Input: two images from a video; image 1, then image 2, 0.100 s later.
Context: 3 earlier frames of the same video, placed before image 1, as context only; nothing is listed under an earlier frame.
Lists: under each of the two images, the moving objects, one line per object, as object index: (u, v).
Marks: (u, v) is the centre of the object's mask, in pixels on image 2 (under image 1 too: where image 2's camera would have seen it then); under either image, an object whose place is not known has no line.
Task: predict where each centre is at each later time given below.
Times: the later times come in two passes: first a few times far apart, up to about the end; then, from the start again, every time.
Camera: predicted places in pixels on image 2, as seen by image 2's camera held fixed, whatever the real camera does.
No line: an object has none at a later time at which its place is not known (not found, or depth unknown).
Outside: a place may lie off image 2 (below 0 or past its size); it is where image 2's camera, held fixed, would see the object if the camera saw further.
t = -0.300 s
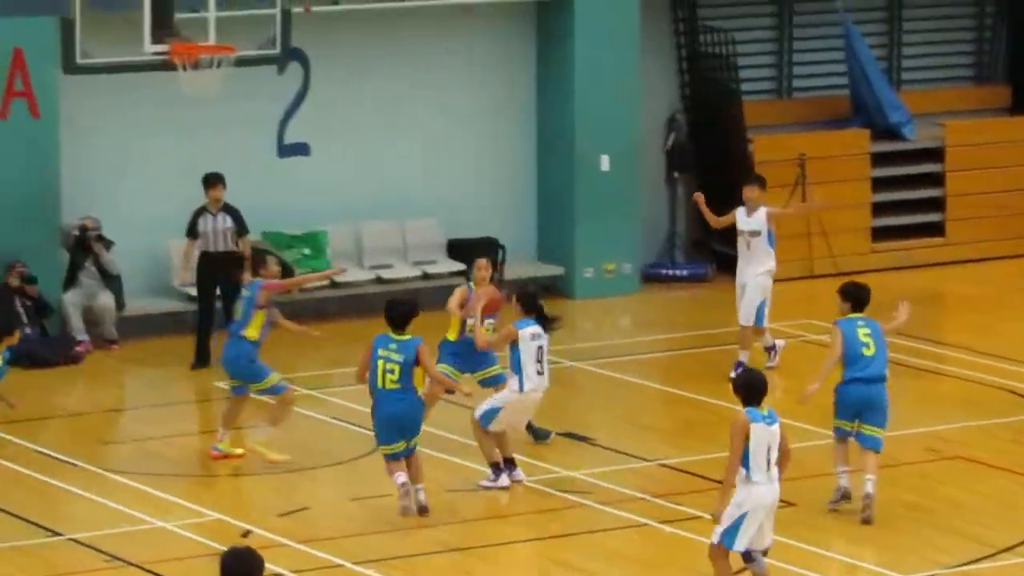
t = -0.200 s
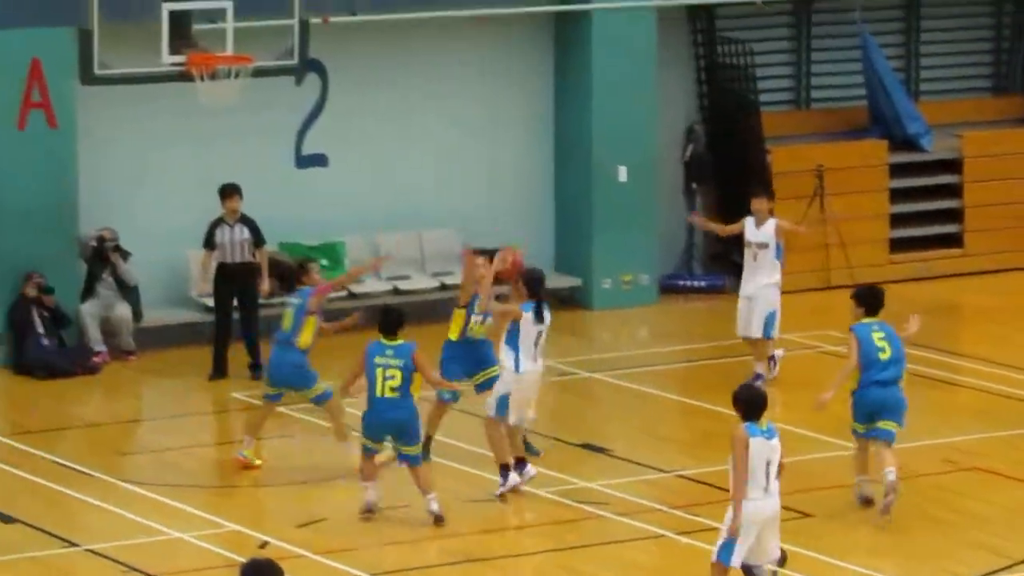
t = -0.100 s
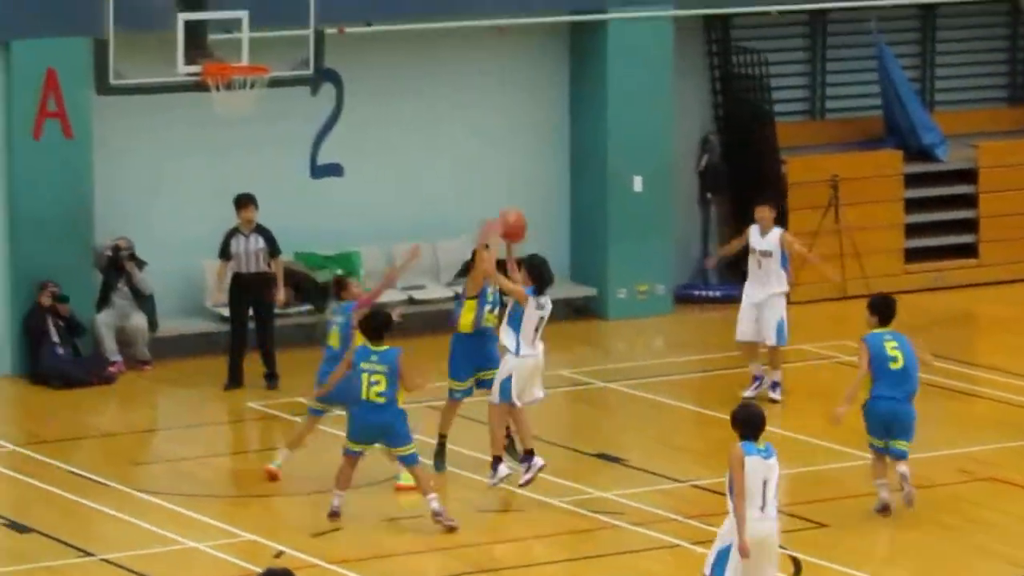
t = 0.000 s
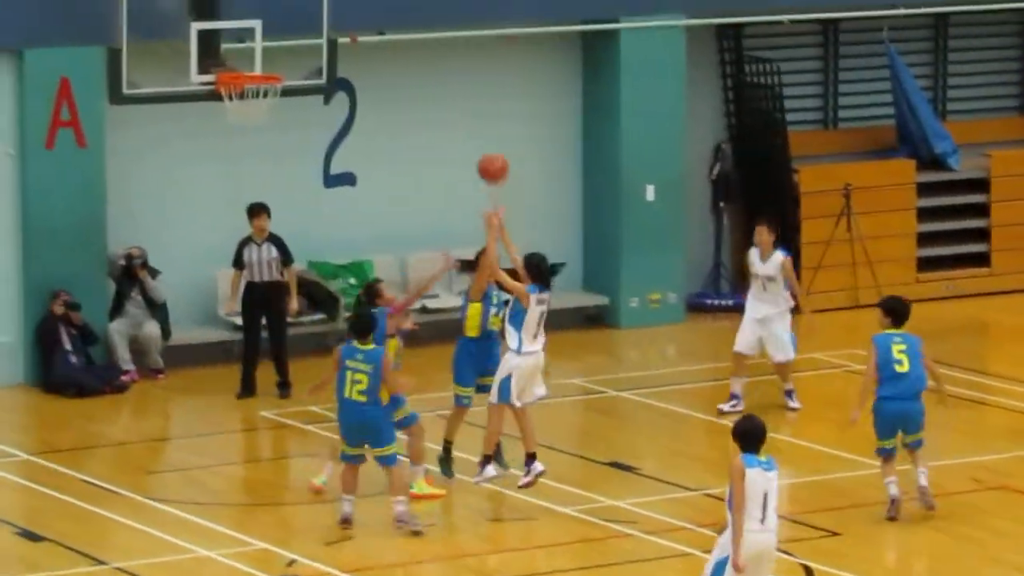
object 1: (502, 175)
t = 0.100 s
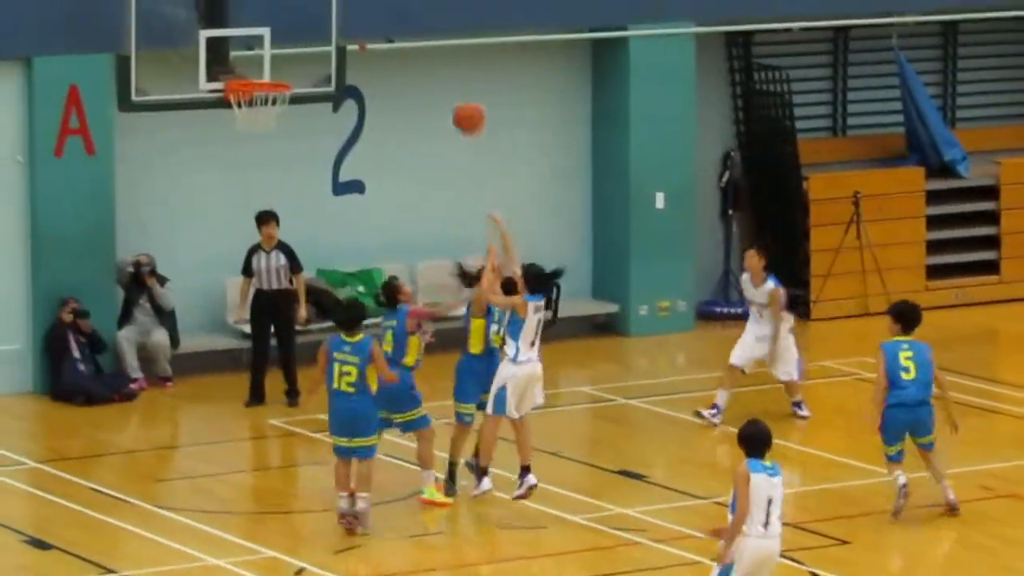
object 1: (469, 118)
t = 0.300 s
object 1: (403, 42)
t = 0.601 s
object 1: (309, 27)
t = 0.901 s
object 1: (260, 78)
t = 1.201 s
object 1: (257, 54)
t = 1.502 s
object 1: (256, 68)
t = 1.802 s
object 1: (267, 141)
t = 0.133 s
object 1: (458, 102)
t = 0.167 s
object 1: (446, 86)
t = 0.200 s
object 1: (435, 72)
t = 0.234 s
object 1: (425, 62)
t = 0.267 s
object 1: (414, 51)
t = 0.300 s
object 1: (403, 42)
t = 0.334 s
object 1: (392, 34)
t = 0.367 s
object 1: (382, 29)
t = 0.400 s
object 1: (371, 24)
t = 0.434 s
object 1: (360, 20)
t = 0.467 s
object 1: (350, 20)
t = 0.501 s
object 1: (340, 19)
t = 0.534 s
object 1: (330, 20)
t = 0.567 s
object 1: (317, 23)
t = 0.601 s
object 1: (309, 27)
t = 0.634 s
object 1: (299, 33)
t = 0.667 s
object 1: (289, 40)
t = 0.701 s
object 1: (278, 49)
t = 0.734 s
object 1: (268, 60)
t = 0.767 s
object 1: (258, 71)
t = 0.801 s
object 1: (254, 77)
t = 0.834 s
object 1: (259, 78)
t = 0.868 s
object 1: (260, 79)
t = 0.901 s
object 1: (260, 78)
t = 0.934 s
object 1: (264, 71)
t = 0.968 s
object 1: (265, 73)
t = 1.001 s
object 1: (265, 70)
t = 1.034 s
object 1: (264, 63)
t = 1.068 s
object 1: (262, 59)
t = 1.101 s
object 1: (260, 55)
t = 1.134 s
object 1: (260, 54)
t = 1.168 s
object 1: (258, 53)
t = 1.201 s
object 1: (257, 54)
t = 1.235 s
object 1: (256, 55)
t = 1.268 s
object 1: (254, 60)
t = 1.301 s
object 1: (253, 65)
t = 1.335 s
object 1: (252, 67)
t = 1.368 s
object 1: (253, 67)
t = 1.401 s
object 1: (254, 66)
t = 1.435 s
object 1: (254, 66)
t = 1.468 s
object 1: (255, 67)
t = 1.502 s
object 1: (256, 68)
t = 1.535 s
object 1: (258, 72)
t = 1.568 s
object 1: (259, 76)
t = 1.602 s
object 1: (259, 79)
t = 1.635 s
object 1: (261, 97)
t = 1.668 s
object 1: (264, 106)
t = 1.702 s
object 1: (264, 114)
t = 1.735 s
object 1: (265, 123)
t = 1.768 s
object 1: (265, 132)
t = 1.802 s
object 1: (267, 141)
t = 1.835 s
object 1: (268, 149)
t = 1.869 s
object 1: (268, 162)
